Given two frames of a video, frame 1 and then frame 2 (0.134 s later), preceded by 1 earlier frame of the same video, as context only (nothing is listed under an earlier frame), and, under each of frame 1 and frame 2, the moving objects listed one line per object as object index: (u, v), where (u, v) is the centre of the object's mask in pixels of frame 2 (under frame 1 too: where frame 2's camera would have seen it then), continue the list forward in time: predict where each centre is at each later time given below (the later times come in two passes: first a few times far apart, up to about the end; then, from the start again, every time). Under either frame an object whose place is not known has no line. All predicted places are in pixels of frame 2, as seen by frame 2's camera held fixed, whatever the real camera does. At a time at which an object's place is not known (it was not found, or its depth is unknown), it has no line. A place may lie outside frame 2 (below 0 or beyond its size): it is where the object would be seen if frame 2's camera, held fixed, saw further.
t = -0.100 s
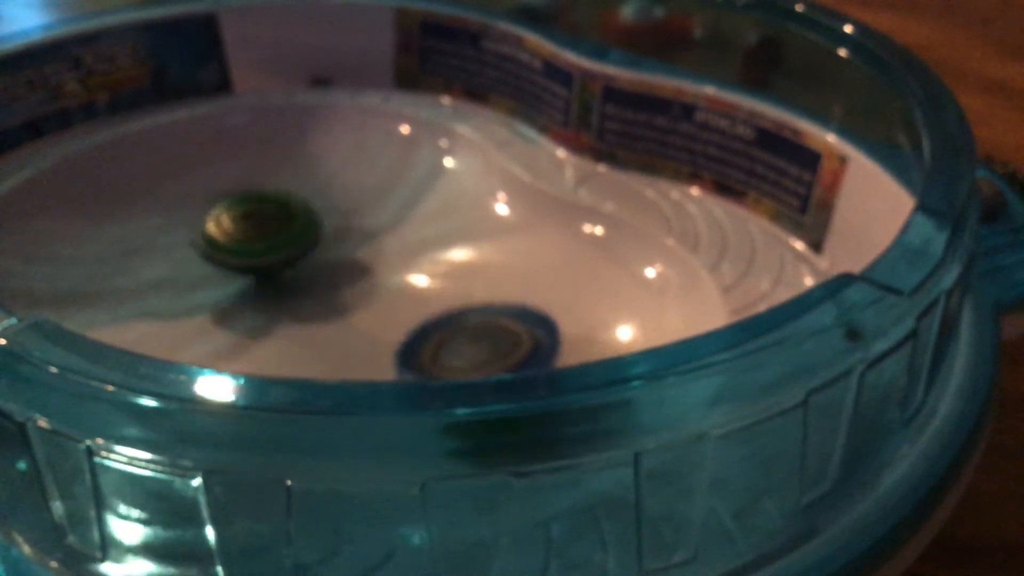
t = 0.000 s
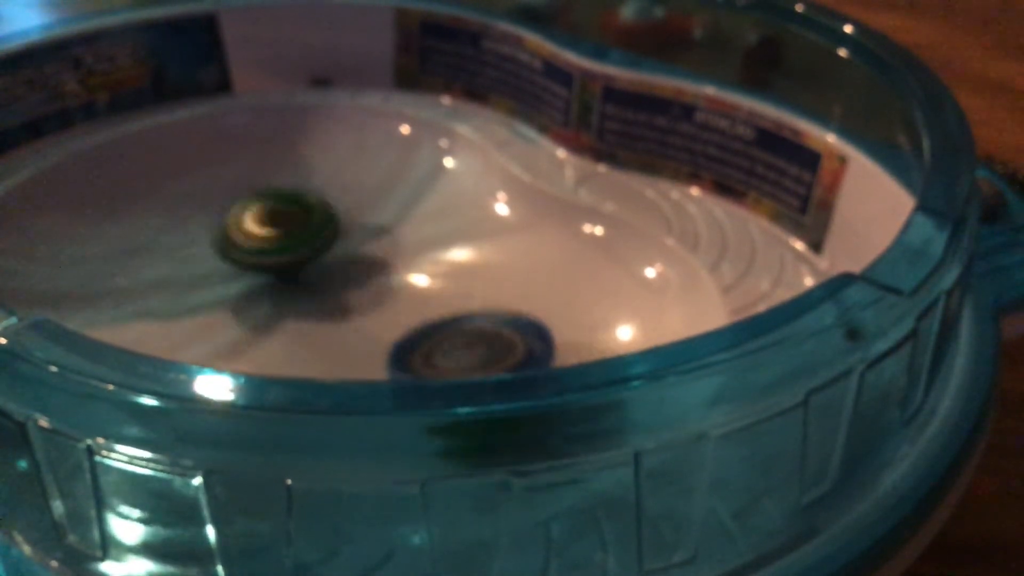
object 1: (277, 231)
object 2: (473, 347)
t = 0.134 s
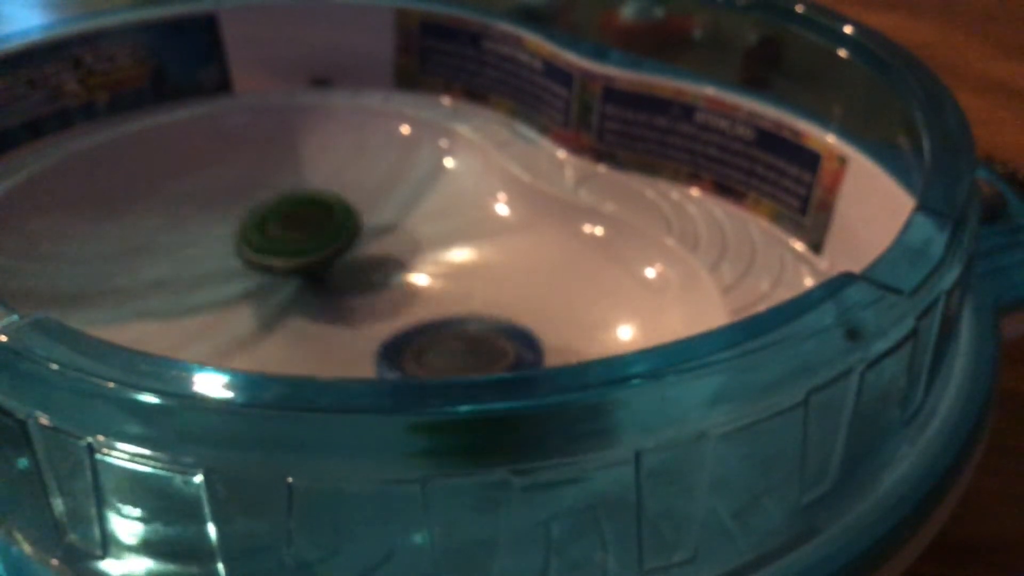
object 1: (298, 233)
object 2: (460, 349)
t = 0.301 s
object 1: (311, 242)
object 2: (447, 347)
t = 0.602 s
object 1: (280, 274)
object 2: (453, 335)
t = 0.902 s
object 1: (235, 276)
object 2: (477, 331)
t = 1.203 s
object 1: (242, 247)
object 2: (483, 341)
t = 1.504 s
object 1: (290, 230)
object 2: (460, 350)
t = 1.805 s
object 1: (314, 240)
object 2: (447, 341)
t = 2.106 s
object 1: (277, 264)
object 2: (469, 331)
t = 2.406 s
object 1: (233, 258)
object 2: (487, 337)
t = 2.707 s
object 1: (242, 232)
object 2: (473, 348)
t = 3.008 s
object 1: (286, 233)
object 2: (449, 344)
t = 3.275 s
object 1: (294, 253)
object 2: (459, 333)
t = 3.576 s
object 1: (254, 270)
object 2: (482, 334)
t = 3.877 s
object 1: (231, 257)
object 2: (480, 346)
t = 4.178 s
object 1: (256, 235)
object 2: (454, 346)
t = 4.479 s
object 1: (295, 236)
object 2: (456, 334)
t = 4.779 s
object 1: (291, 257)
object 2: (478, 334)
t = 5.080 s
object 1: (252, 264)
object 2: (477, 346)
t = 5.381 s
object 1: (242, 245)
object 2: (457, 345)
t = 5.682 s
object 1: (269, 232)
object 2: (462, 335)
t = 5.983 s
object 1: (287, 242)
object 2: (479, 337)
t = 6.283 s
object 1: (263, 256)
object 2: (473, 346)
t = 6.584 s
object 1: (239, 248)
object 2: (459, 342)
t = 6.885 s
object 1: (254, 235)
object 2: (468, 336)
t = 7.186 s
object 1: (277, 242)
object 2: (479, 340)
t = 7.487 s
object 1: (265, 257)
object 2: (469, 344)
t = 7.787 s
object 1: (238, 253)
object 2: (469, 337)
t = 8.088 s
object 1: (249, 237)
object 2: (479, 339)
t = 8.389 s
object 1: (277, 238)
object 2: (474, 343)
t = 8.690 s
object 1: (272, 253)
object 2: (471, 338)
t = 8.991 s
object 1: (246, 255)
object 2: (478, 337)
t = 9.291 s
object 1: (244, 240)
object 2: (478, 341)
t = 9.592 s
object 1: (268, 238)
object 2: (473, 338)
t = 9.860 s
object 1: (274, 246)
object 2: (477, 336)
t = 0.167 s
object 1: (302, 234)
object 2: (456, 349)
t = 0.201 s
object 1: (306, 236)
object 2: (454, 349)
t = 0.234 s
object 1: (308, 238)
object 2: (451, 348)
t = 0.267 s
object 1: (310, 241)
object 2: (448, 347)
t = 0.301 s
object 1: (311, 242)
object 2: (447, 347)
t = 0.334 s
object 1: (310, 246)
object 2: (446, 345)
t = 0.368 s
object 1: (309, 250)
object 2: (446, 345)
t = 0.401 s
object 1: (307, 254)
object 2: (446, 344)
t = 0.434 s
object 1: (303, 257)
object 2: (445, 342)
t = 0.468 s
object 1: (299, 261)
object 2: (445, 341)
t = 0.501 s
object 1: (296, 264)
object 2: (447, 339)
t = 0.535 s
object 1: (291, 268)
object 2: (448, 338)
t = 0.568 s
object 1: (285, 271)
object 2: (451, 337)
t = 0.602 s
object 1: (280, 274)
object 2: (453, 335)
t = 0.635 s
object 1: (274, 276)
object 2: (455, 334)
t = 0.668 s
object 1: (267, 277)
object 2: (457, 333)
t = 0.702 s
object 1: (262, 279)
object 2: (460, 332)
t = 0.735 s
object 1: (256, 280)
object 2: (463, 331)
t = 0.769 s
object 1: (250, 280)
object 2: (467, 330)
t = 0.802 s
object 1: (245, 280)
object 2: (469, 330)
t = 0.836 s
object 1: (241, 279)
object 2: (473, 330)
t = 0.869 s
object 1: (237, 278)
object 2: (474, 330)
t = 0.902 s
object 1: (235, 276)
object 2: (477, 331)
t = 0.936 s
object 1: (232, 273)
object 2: (479, 331)
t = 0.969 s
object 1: (231, 271)
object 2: (480, 332)
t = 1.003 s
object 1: (231, 268)
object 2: (481, 334)
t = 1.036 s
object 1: (231, 264)
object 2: (482, 334)
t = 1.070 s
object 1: (232, 261)
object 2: (483, 336)
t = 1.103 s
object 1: (234, 258)
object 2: (484, 337)
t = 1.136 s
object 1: (237, 255)
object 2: (483, 338)
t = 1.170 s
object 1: (239, 251)
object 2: (484, 339)
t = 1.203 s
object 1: (242, 247)
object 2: (483, 341)
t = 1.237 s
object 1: (247, 244)
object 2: (481, 342)
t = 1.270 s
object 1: (251, 241)
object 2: (480, 344)
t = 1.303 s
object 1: (256, 238)
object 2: (478, 345)
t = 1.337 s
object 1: (260, 236)
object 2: (476, 346)
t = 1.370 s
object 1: (266, 234)
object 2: (474, 348)
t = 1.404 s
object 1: (273, 232)
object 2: (470, 349)
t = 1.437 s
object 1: (278, 230)
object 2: (467, 350)
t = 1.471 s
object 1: (285, 231)
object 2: (463, 350)
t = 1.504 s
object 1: (290, 230)
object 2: (460, 350)
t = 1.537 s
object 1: (295, 229)
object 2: (457, 350)
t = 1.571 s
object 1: (299, 229)
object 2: (453, 348)
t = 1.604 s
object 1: (304, 231)
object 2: (451, 348)
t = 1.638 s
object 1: (307, 231)
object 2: (449, 347)
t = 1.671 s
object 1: (309, 232)
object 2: (448, 346)
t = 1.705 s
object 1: (312, 234)
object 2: (447, 345)
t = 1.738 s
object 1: (314, 236)
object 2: (446, 343)
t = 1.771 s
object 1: (313, 238)
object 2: (446, 342)
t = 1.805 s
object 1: (314, 240)
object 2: (447, 341)
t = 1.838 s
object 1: (312, 242)
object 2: (449, 340)
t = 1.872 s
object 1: (310, 246)
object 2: (450, 338)
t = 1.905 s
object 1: (308, 249)
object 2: (451, 337)
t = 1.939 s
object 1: (303, 252)
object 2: (454, 336)
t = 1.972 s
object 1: (298, 255)
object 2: (457, 335)
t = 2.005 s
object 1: (293, 258)
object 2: (459, 334)
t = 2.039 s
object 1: (288, 261)
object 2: (462, 333)
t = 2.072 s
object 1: (282, 263)
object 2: (465, 332)
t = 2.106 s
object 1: (277, 264)
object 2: (469, 331)
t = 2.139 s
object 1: (270, 265)
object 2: (472, 331)
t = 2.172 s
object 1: (264, 265)
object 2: (475, 331)
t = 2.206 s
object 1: (259, 265)
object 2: (477, 331)
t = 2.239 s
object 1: (252, 265)
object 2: (480, 332)
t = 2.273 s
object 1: (246, 264)
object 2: (483, 332)
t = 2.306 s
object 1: (242, 264)
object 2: (483, 334)
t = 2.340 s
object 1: (238, 261)
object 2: (485, 335)
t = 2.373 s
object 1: (235, 260)
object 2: (486, 335)
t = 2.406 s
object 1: (233, 258)
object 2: (487, 337)
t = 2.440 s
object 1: (231, 255)
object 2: (487, 338)
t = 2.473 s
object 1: (230, 252)
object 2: (487, 339)
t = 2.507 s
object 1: (230, 248)
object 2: (487, 340)
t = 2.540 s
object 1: (229, 245)
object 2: (485, 342)
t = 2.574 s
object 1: (232, 241)
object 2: (484, 344)
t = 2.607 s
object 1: (233, 239)
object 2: (482, 345)
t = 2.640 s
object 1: (235, 237)
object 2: (480, 346)
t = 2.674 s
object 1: (239, 234)
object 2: (477, 347)
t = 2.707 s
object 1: (242, 232)
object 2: (473, 348)
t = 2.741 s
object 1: (246, 231)
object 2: (470, 349)
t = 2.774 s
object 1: (251, 229)
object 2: (467, 349)
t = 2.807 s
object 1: (255, 229)
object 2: (463, 348)
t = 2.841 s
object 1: (260, 229)
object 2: (460, 348)
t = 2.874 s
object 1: (267, 229)
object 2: (456, 348)
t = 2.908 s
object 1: (271, 229)
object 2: (455, 347)
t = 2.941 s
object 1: (277, 231)
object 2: (452, 346)
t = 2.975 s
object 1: (282, 231)
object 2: (451, 345)
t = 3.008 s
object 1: (286, 233)
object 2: (449, 344)
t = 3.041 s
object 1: (290, 233)
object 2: (449, 343)
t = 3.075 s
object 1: (292, 235)
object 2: (448, 341)
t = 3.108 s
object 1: (294, 238)
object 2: (449, 340)
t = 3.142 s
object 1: (297, 240)
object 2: (450, 339)
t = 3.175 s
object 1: (297, 243)
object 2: (452, 337)
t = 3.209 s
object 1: (298, 246)
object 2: (454, 336)
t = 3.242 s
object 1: (297, 249)
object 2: (456, 334)
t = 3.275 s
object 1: (294, 253)
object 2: (459, 333)
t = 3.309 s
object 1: (292, 255)
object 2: (462, 332)
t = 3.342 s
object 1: (289, 258)
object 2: (465, 331)
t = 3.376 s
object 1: (284, 261)
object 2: (468, 330)
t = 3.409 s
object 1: (281, 264)
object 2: (471, 331)
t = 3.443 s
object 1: (275, 266)
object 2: (474, 330)
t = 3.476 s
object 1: (271, 268)
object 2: (476, 331)
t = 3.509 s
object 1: (266, 269)
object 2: (479, 332)
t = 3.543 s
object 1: (259, 270)
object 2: (481, 332)
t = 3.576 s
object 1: (254, 270)
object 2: (482, 334)
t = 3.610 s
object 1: (249, 270)
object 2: (484, 334)
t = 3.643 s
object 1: (243, 271)
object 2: (484, 336)
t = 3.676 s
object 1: (239, 270)
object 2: (486, 336)
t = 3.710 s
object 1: (236, 269)
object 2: (486, 338)
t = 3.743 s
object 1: (233, 267)
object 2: (486, 339)
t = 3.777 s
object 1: (232, 265)
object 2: (485, 342)
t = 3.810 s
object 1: (230, 262)
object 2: (484, 344)
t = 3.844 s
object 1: (231, 260)
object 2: (482, 345)
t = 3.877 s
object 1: (231, 257)
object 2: (480, 346)
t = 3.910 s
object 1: (232, 254)
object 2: (477, 348)
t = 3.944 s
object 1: (233, 250)
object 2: (474, 349)
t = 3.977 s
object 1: (235, 247)
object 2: (471, 349)
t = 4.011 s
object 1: (237, 244)
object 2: (467, 349)
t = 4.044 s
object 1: (240, 241)
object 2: (465, 349)
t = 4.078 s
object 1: (244, 239)
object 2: (461, 348)
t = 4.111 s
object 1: (247, 237)
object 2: (459, 348)
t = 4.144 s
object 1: (251, 236)
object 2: (456, 347)
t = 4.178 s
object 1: (256, 235)
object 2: (454, 346)
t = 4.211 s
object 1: (262, 233)
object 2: (452, 345)
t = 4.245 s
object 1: (268, 233)
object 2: (451, 344)
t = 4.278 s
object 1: (272, 232)
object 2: (450, 343)
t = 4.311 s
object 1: (276, 231)
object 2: (450, 342)
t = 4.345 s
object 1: (280, 232)
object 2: (450, 340)
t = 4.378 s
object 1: (285, 233)
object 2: (451, 339)
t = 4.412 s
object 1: (288, 234)
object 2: (453, 337)
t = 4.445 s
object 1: (292, 235)
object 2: (454, 336)
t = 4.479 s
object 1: (295, 236)
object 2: (456, 334)
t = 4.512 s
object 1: (297, 239)
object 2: (459, 333)
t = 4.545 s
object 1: (300, 240)
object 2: (462, 333)
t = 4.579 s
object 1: (300, 242)
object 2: (464, 332)
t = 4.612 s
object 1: (301, 244)
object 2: (467, 332)
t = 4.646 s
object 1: (300, 246)
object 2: (470, 332)
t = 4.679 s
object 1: (299, 248)
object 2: (473, 333)
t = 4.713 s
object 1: (297, 251)
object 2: (475, 333)
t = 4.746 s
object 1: (294, 255)
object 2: (476, 334)
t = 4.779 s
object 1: (291, 257)
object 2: (478, 334)
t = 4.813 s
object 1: (287, 260)
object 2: (480, 335)
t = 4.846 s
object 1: (282, 261)
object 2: (482, 335)
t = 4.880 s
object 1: (279, 262)
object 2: (482, 337)
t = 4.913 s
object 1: (273, 263)
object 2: (483, 337)
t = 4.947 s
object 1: (269, 264)
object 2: (482, 339)
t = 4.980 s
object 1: (265, 264)
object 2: (482, 341)
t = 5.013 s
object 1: (260, 264)
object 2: (481, 342)
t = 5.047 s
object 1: (256, 265)
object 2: (480, 344)
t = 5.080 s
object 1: (252, 264)
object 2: (477, 346)
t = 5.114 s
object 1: (249, 263)
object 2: (475, 347)
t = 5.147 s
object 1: (246, 261)
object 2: (473, 347)
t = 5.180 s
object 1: (243, 259)
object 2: (471, 347)
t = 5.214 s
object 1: (242, 257)
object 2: (468, 348)
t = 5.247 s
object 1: (241, 255)
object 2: (465, 348)
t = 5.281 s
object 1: (240, 253)
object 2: (463, 348)
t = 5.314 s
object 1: (240, 250)
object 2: (461, 347)
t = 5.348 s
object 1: (240, 247)
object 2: (459, 346)
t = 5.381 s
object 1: (242, 245)
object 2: (457, 345)
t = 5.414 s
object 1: (243, 242)
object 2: (457, 344)
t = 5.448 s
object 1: (245, 240)
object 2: (455, 343)
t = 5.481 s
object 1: (248, 239)
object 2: (456, 342)
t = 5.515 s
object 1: (250, 237)
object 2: (455, 341)
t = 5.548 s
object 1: (256, 235)
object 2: (456, 339)
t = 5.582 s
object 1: (257, 235)
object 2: (457, 339)
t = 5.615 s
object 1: (261, 234)
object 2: (459, 338)
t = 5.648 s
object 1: (266, 233)
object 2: (460, 337)
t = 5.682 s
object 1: (269, 232)
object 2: (462, 335)
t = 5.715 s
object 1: (274, 233)
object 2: (465, 334)
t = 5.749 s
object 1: (276, 234)
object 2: (466, 334)
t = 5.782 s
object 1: (280, 234)
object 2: (468, 333)
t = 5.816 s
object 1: (283, 235)
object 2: (471, 333)
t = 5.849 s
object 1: (285, 237)
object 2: (473, 334)
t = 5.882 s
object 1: (287, 238)
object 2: (474, 334)
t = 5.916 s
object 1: (287, 239)
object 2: (476, 335)
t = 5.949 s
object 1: (288, 240)
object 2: (478, 336)
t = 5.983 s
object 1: (287, 242)
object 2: (479, 337)
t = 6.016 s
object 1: (287, 244)
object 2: (480, 338)
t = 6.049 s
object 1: (286, 247)
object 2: (481, 338)
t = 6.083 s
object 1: (283, 249)
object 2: (481, 339)
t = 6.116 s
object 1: (281, 250)
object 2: (481, 340)
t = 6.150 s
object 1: (277, 252)
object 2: (480, 342)
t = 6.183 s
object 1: (274, 253)
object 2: (479, 342)
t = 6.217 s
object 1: (271, 255)
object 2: (477, 344)
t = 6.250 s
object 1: (267, 256)
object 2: (476, 344)
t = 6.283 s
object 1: (263, 256)
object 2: (473, 346)
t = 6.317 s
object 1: (259, 257)
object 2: (471, 346)
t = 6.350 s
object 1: (255, 257)
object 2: (469, 347)
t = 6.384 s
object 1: (252, 256)
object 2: (468, 346)
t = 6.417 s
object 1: (249, 256)
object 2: (466, 346)
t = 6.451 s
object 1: (245, 255)
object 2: (464, 346)
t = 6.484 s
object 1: (243, 253)
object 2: (462, 345)
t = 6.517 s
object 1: (242, 252)
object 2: (461, 344)
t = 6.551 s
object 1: (239, 250)
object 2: (458, 343)
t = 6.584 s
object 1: (239, 248)
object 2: (459, 342)
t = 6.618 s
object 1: (239, 247)
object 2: (458, 342)
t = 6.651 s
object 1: (239, 245)
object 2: (459, 340)
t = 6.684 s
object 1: (239, 243)
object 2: (459, 340)
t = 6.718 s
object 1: (240, 241)
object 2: (461, 339)
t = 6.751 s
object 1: (242, 239)
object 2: (461, 338)
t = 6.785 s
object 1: (244, 238)
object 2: (464, 337)
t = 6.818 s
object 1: (248, 236)
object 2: (465, 337)
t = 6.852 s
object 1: (250, 235)
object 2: (467, 336)
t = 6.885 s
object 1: (254, 235)
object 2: (468, 336)
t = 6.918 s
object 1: (257, 235)
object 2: (471, 335)
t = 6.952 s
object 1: (260, 235)
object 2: (472, 335)
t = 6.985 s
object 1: (265, 235)
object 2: (474, 336)
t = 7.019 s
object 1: (268, 235)
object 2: (475, 337)
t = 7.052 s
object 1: (271, 237)
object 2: (477, 337)
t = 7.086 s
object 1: (273, 238)
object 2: (477, 338)
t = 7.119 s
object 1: (275, 239)
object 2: (479, 339)
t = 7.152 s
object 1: (277, 240)
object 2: (479, 340)
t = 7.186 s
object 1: (277, 242)
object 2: (479, 340)
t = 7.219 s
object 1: (279, 243)
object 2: (478, 341)
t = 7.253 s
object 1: (278, 246)
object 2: (478, 342)
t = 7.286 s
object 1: (278, 248)
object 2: (476, 343)
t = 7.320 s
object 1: (277, 249)
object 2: (476, 343)
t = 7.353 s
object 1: (275, 251)
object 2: (474, 343)
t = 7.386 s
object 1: (273, 253)
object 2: (474, 343)
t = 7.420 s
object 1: (270, 254)
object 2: (472, 344)
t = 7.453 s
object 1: (268, 256)
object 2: (471, 344)
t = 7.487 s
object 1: (265, 257)
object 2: (469, 344)
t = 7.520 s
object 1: (263, 257)
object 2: (468, 344)
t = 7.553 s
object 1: (259, 258)
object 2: (467, 344)
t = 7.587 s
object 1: (255, 259)
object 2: (467, 343)
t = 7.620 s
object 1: (252, 258)
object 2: (466, 342)
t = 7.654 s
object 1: (249, 258)
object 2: (465, 341)
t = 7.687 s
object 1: (246, 258)
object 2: (466, 341)
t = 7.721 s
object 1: (242, 257)
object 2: (466, 340)
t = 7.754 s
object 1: (238, 254)
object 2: (468, 338)
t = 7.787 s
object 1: (238, 253)
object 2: (469, 337)
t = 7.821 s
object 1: (237, 251)
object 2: (470, 337)
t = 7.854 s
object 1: (238, 248)
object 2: (471, 337)
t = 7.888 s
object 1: (238, 246)
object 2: (473, 336)
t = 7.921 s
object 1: (239, 244)
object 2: (474, 336)
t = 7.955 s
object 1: (240, 243)
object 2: (475, 337)
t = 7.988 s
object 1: (242, 241)
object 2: (477, 337)
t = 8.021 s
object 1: (244, 239)
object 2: (477, 337)
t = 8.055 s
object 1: (245, 239)
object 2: (479, 338)
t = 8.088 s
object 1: (249, 237)
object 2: (479, 339)
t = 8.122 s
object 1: (252, 237)
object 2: (480, 339)
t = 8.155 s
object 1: (256, 237)
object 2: (480, 340)
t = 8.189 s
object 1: (259, 237)
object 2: (480, 340)
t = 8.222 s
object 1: (263, 236)
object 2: (479, 341)
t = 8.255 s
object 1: (266, 237)
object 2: (479, 341)
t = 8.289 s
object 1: (269, 237)
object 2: (478, 342)
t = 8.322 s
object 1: (272, 237)
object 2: (477, 342)
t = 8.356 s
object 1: (275, 237)
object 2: (475, 342)
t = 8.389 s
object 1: (277, 238)
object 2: (474, 343)
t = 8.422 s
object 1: (277, 240)
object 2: (473, 343)
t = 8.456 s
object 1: (279, 241)
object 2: (472, 342)
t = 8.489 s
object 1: (279, 243)
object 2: (471, 342)
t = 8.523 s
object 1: (280, 244)
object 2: (470, 341)
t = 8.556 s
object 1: (279, 246)
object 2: (470, 341)
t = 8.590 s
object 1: (278, 248)
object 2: (470, 340)
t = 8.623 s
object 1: (276, 250)
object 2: (470, 339)
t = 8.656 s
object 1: (274, 251)
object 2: (470, 339)
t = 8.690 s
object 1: (272, 253)
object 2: (471, 338)
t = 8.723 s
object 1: (268, 255)
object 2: (471, 337)
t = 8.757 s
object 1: (266, 255)
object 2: (472, 337)
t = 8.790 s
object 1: (262, 256)
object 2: (473, 337)
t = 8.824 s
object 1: (260, 256)
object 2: (474, 336)
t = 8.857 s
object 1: (256, 257)
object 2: (474, 336)
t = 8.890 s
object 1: (254, 256)
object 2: (477, 336)
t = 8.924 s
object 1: (250, 256)
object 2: (477, 336)
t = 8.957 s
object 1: (249, 256)
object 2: (478, 336)
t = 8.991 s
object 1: (246, 255)
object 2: (478, 337)
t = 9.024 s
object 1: (244, 254)
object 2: (479, 337)
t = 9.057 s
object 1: (243, 252)
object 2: (479, 338)
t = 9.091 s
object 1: (242, 251)
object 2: (479, 338)
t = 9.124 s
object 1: (241, 249)
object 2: (480, 339)
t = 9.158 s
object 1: (241, 247)
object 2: (480, 339)
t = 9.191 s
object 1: (242, 245)
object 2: (480, 340)
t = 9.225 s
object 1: (242, 243)
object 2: (479, 341)
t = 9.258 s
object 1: (244, 241)
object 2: (479, 341)
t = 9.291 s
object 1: (244, 240)
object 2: (478, 341)
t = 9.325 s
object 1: (247, 239)
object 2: (478, 341)
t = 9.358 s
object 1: (249, 239)
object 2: (476, 342)
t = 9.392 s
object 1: (252, 237)
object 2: (476, 341)
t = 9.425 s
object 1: (254, 237)
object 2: (474, 341)
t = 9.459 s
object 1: (258, 237)
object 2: (474, 341)
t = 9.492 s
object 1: (260, 237)
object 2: (473, 340)
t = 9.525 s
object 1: (263, 237)
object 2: (473, 339)
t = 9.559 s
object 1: (265, 237)
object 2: (473, 339)
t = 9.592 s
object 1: (268, 238)
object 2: (473, 338)
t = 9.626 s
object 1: (270, 238)
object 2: (473, 337)
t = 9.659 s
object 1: (271, 239)
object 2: (473, 337)
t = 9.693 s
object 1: (273, 240)
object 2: (474, 336)
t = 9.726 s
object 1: (273, 241)
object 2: (474, 336)
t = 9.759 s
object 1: (275, 242)
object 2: (476, 335)
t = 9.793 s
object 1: (275, 243)
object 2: (476, 335)
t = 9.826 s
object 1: (275, 245)
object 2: (477, 335)
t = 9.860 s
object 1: (274, 246)
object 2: (477, 336)
